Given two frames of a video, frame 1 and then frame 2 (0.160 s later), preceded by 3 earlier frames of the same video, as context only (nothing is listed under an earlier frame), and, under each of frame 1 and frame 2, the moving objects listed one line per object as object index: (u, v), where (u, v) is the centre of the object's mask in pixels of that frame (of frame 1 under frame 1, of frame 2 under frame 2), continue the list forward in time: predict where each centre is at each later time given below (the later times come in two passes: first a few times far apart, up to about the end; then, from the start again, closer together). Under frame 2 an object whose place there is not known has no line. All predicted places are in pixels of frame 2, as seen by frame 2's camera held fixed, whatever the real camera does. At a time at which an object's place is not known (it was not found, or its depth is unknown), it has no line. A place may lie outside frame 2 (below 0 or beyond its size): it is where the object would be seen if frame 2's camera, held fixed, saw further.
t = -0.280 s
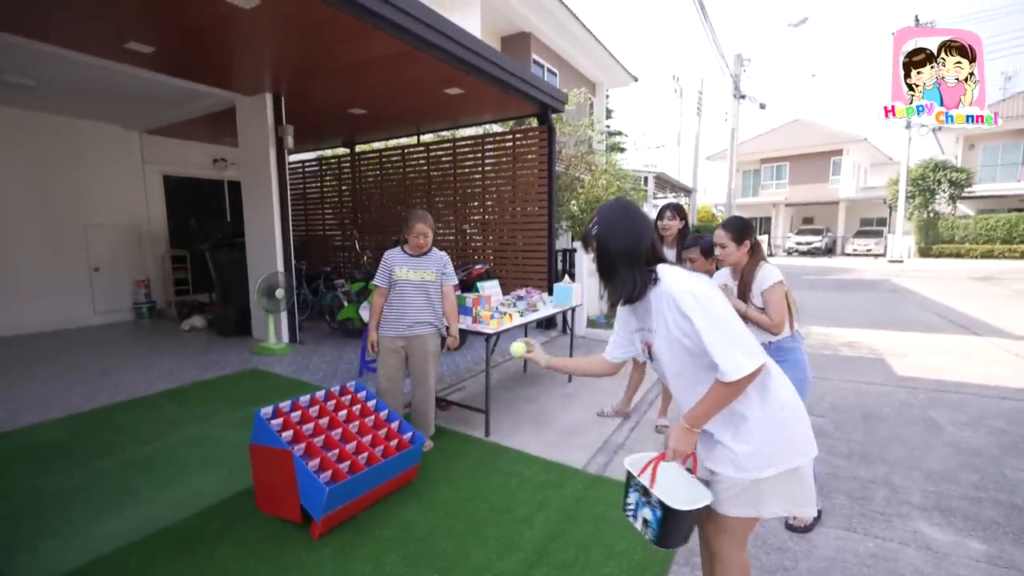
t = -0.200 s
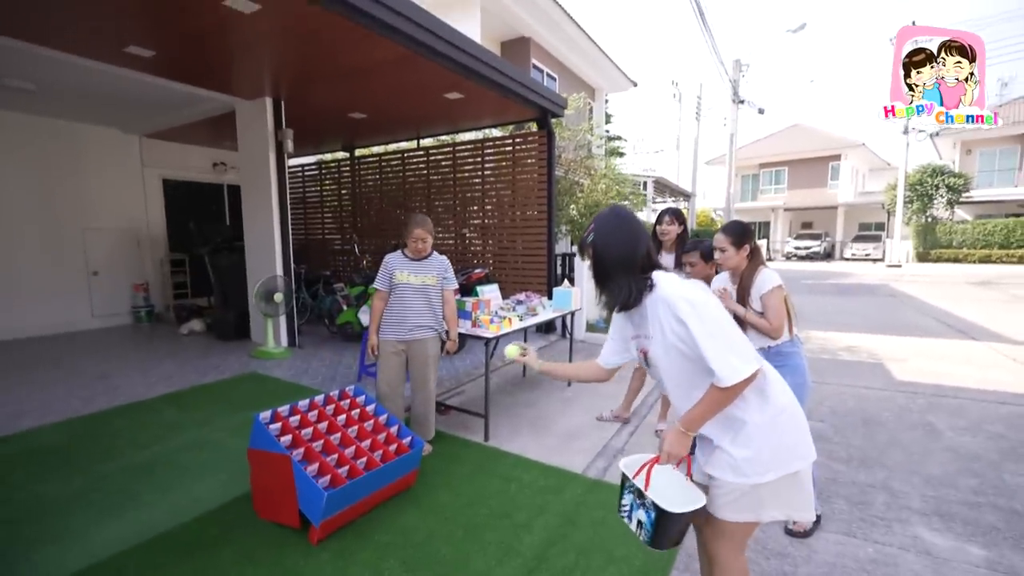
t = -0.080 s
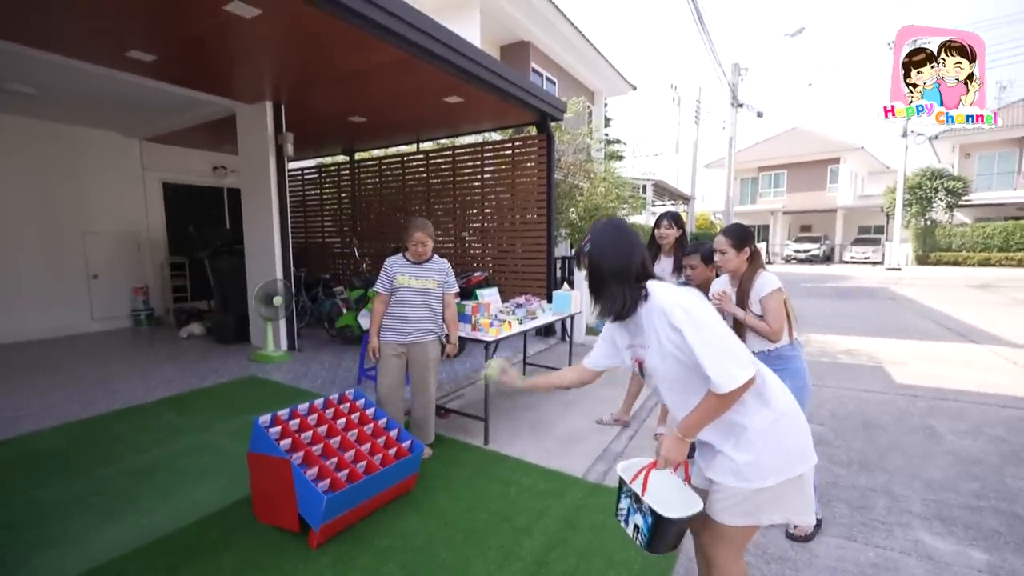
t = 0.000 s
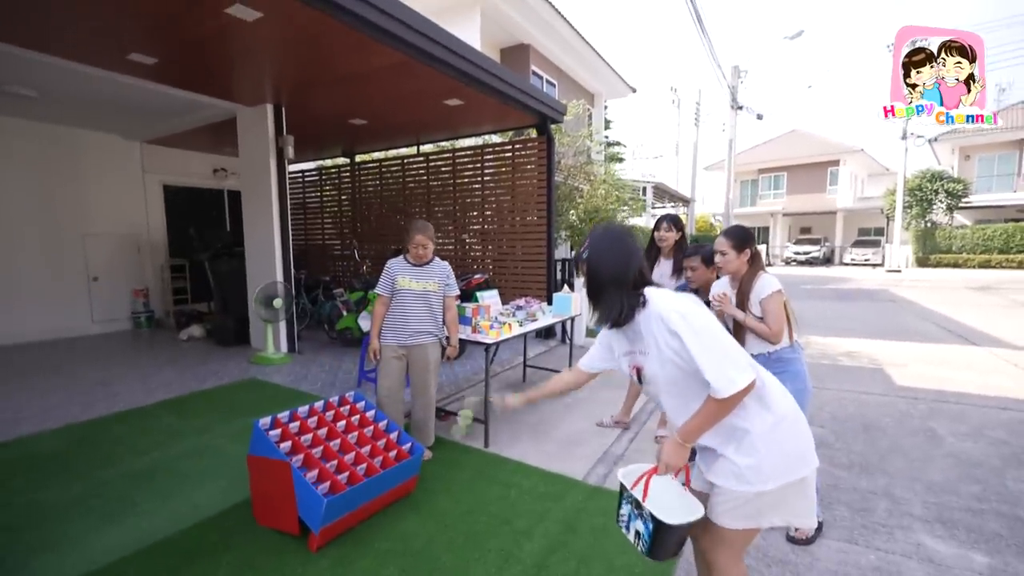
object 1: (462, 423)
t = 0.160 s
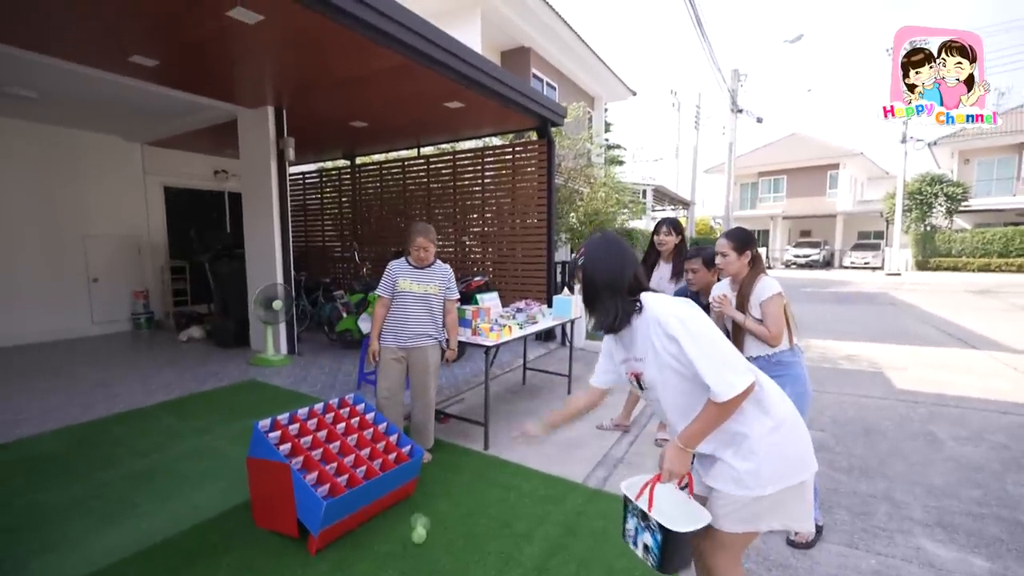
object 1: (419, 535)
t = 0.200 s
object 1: (417, 512)
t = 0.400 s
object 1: (408, 410)
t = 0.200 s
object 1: (417, 512)
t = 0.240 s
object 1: (414, 483)
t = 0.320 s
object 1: (411, 438)
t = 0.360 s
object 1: (409, 423)
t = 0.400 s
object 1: (408, 410)
